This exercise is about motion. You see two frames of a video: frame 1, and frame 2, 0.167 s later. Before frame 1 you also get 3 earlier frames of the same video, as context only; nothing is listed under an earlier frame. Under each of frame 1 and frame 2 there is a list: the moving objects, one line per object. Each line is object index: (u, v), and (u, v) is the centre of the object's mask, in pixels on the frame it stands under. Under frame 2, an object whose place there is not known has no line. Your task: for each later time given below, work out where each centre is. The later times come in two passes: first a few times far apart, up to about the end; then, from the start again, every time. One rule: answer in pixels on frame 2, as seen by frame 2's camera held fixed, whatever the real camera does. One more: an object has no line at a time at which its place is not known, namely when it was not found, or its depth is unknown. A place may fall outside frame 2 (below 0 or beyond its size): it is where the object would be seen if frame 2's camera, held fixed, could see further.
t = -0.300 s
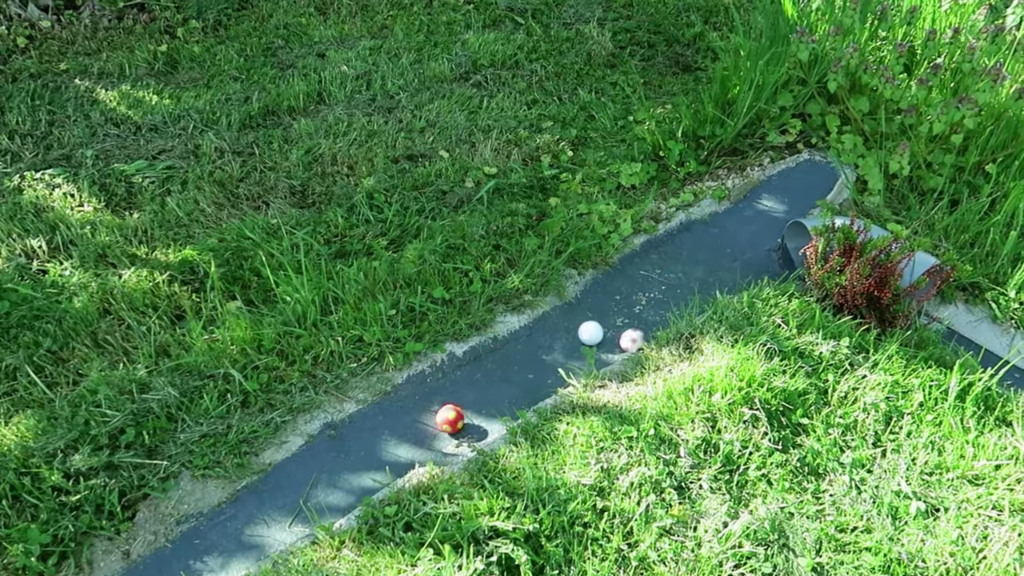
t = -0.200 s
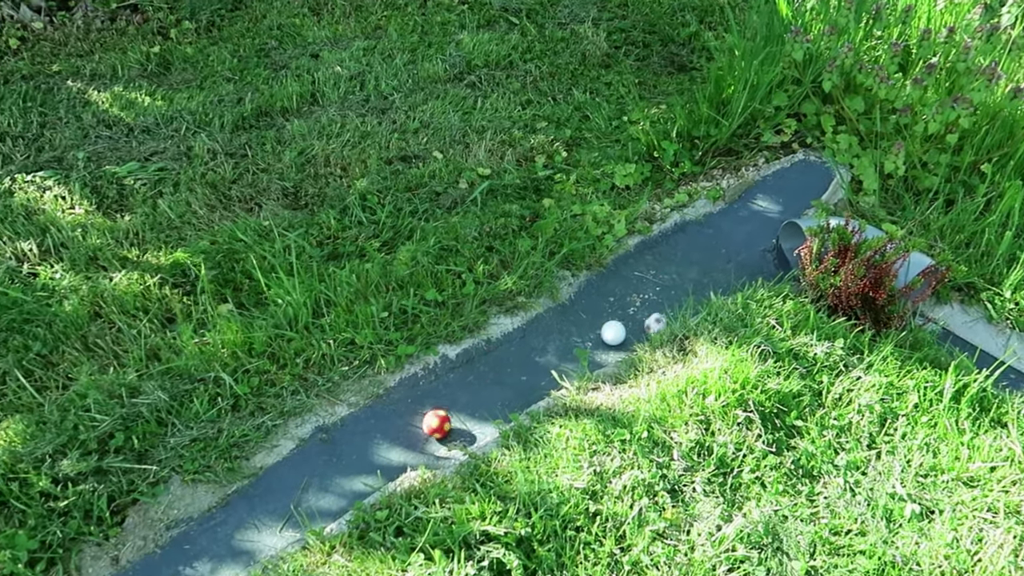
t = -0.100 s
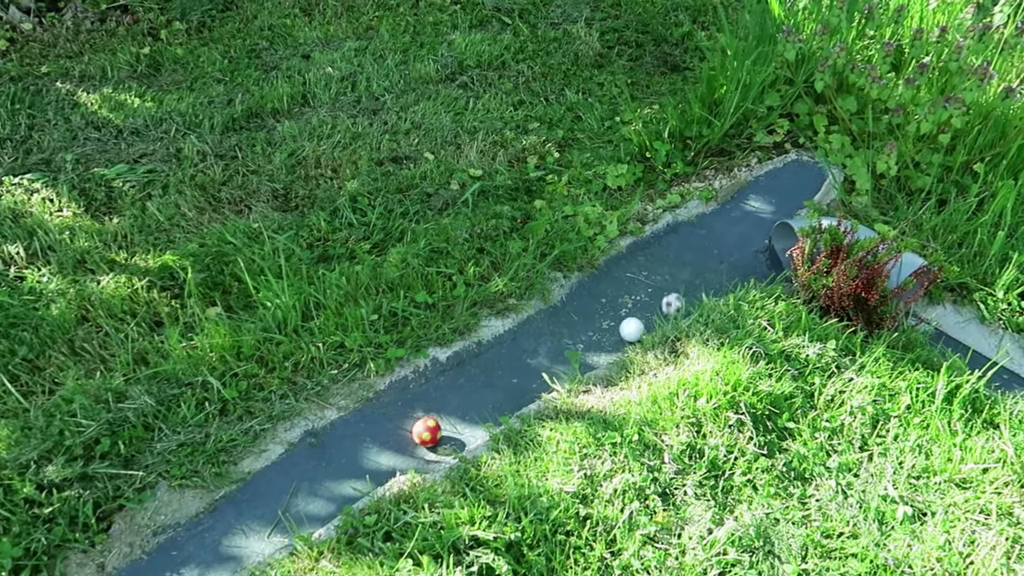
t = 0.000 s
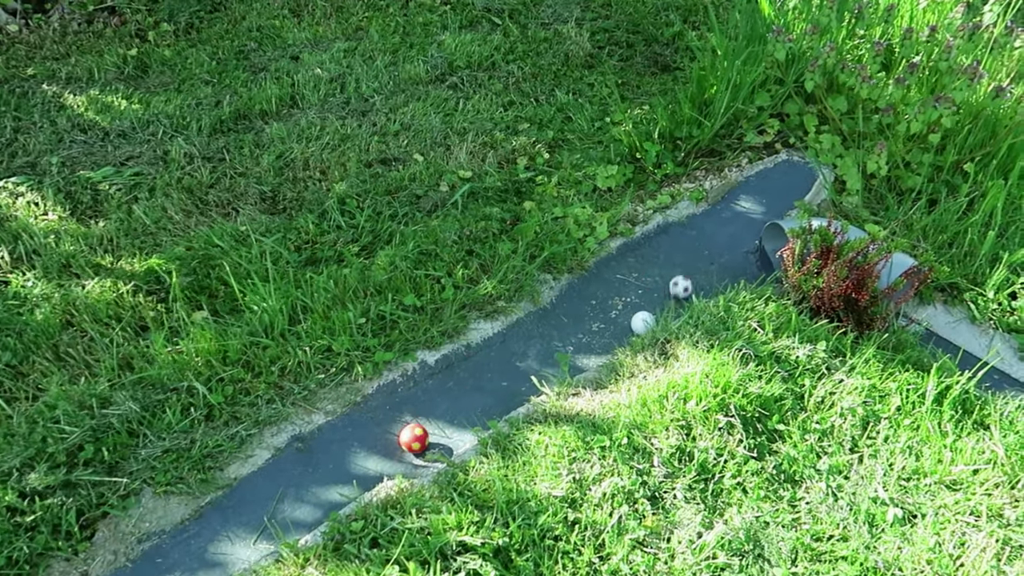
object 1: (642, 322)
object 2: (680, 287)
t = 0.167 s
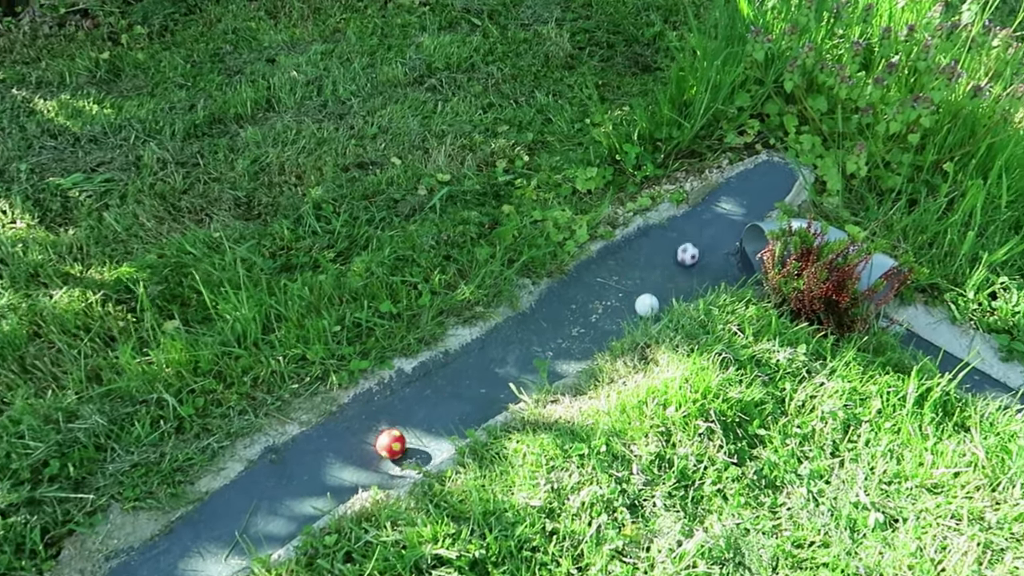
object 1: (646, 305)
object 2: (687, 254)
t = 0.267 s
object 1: (654, 291)
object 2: (704, 237)
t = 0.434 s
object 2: (720, 223)
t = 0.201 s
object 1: (648, 302)
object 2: (691, 250)
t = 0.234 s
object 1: (651, 297)
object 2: (697, 242)
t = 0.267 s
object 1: (654, 291)
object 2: (704, 237)
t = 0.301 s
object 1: (655, 288)
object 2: (707, 233)
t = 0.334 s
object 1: (657, 282)
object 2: (713, 228)
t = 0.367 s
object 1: (658, 276)
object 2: (717, 225)
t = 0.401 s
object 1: (658, 273)
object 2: (718, 224)
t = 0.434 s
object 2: (720, 223)
